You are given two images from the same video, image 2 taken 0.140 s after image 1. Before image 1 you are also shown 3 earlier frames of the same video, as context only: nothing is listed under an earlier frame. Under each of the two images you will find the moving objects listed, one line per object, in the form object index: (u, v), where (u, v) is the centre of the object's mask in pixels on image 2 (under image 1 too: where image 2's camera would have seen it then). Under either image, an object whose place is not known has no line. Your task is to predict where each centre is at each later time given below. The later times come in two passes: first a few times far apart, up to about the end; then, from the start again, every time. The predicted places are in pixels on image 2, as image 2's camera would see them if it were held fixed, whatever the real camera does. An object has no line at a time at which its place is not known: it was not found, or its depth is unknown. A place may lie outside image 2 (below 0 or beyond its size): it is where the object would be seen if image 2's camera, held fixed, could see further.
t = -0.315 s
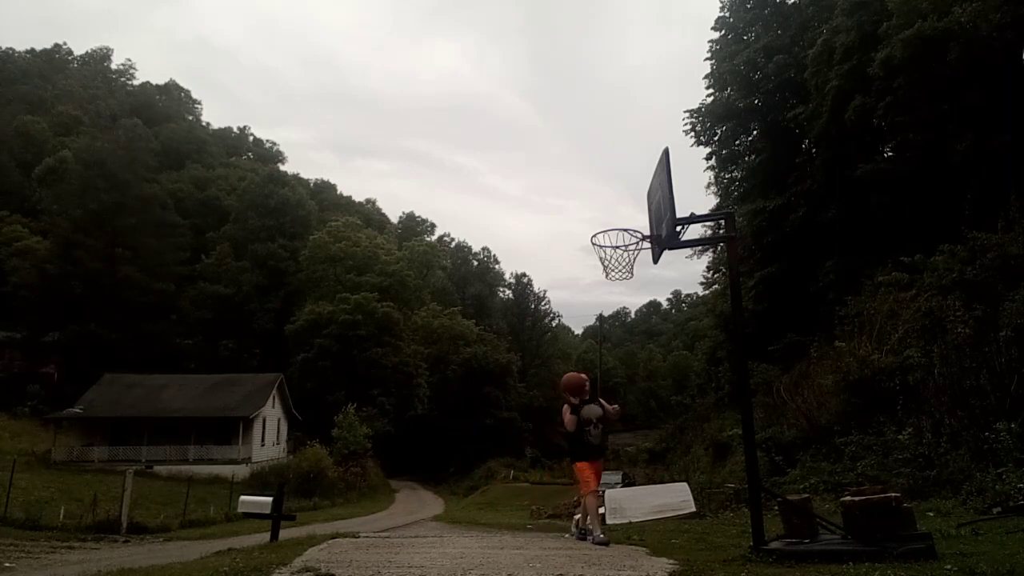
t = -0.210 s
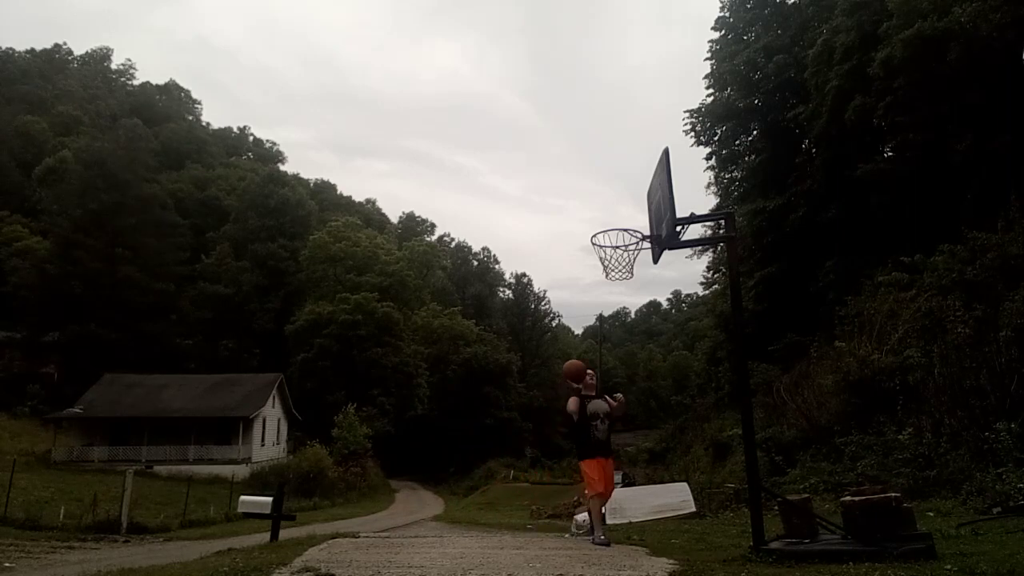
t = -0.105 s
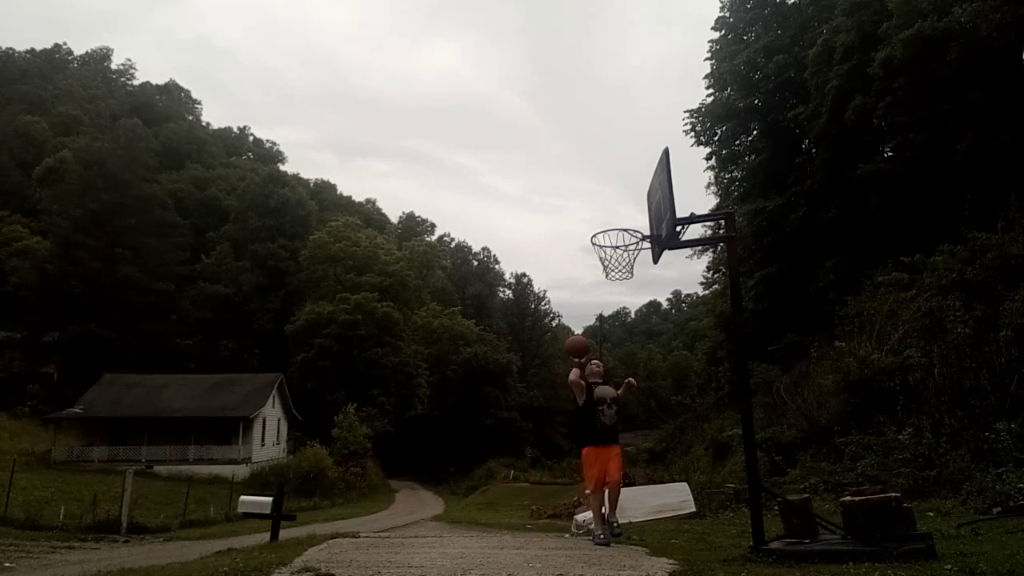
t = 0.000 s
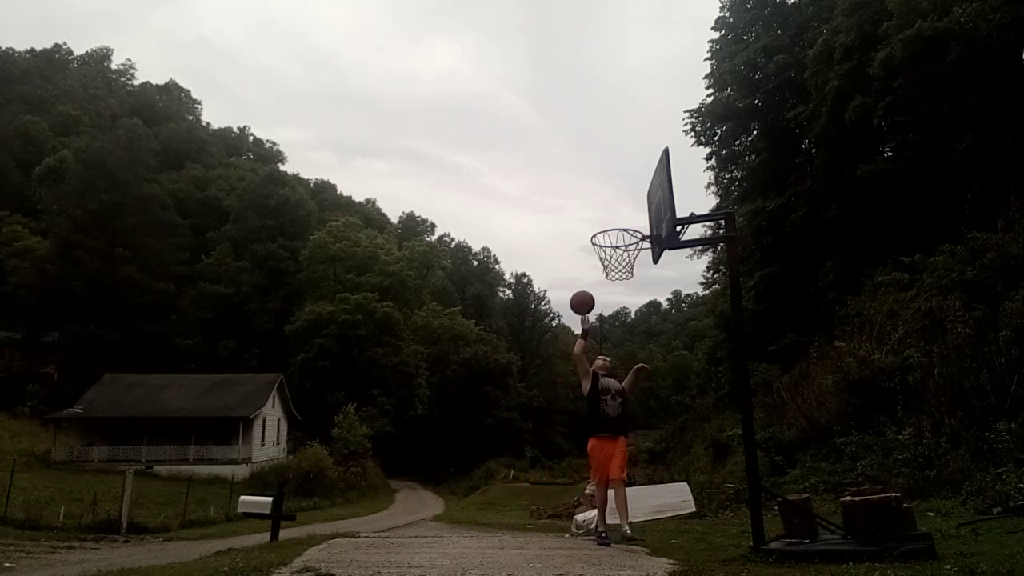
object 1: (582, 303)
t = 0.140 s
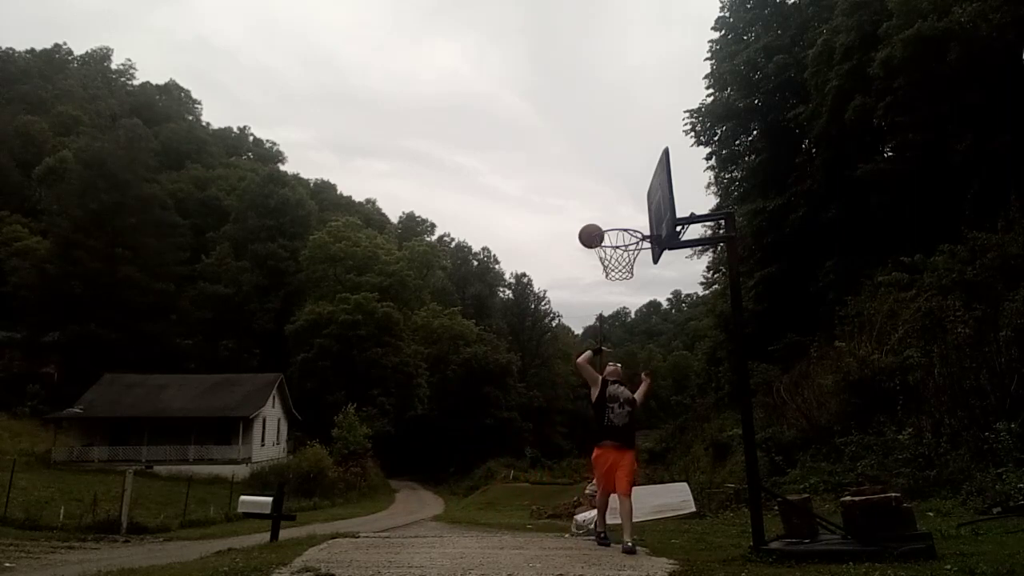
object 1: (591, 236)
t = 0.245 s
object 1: (599, 197)
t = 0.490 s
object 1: (618, 143)
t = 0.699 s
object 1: (637, 145)
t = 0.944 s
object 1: (664, 225)
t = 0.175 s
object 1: (594, 222)
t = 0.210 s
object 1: (596, 209)
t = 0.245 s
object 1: (599, 197)
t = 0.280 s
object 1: (601, 186)
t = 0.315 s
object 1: (604, 176)
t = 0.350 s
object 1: (607, 167)
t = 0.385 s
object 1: (610, 159)
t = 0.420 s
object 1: (612, 153)
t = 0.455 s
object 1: (615, 147)
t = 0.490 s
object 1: (618, 143)
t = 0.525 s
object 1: (621, 140)
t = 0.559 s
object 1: (624, 138)
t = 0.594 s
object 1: (627, 138)
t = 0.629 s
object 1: (630, 139)
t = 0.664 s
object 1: (634, 141)
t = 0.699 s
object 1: (637, 145)
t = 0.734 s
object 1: (640, 151)
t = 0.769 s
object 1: (644, 159)
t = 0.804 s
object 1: (648, 168)
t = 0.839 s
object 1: (652, 178)
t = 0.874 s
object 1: (655, 192)
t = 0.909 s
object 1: (660, 206)
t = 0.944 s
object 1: (664, 225)
